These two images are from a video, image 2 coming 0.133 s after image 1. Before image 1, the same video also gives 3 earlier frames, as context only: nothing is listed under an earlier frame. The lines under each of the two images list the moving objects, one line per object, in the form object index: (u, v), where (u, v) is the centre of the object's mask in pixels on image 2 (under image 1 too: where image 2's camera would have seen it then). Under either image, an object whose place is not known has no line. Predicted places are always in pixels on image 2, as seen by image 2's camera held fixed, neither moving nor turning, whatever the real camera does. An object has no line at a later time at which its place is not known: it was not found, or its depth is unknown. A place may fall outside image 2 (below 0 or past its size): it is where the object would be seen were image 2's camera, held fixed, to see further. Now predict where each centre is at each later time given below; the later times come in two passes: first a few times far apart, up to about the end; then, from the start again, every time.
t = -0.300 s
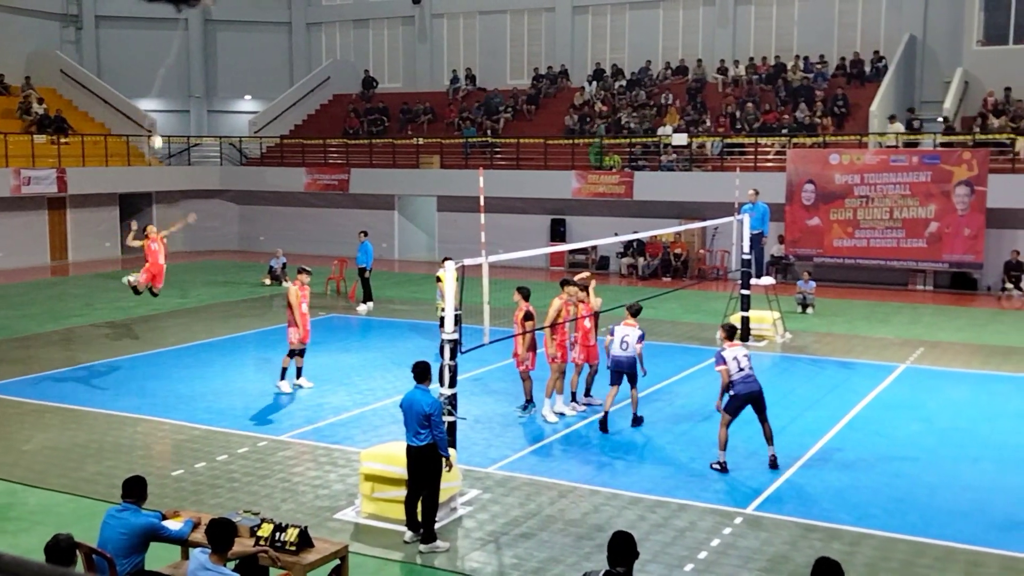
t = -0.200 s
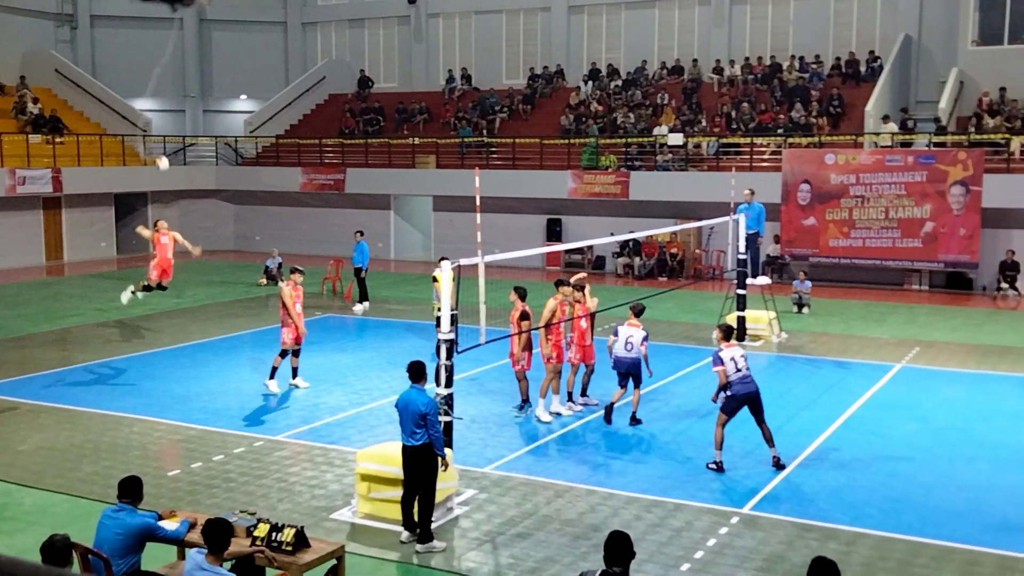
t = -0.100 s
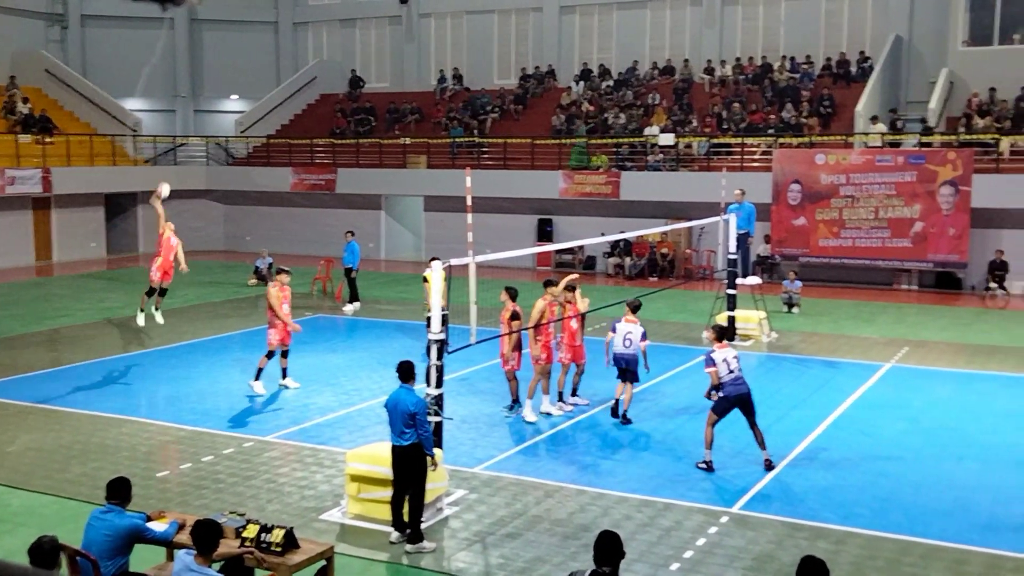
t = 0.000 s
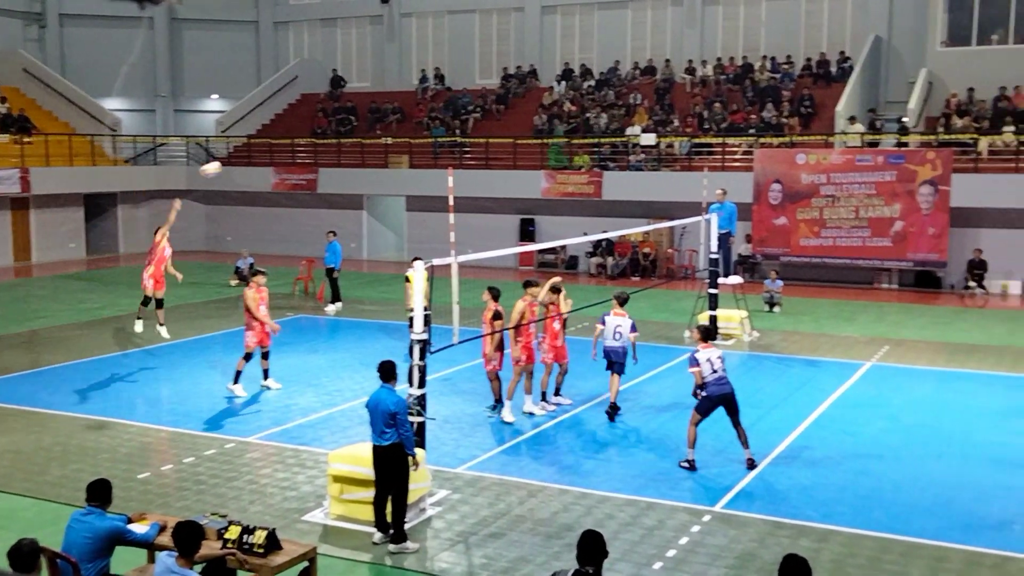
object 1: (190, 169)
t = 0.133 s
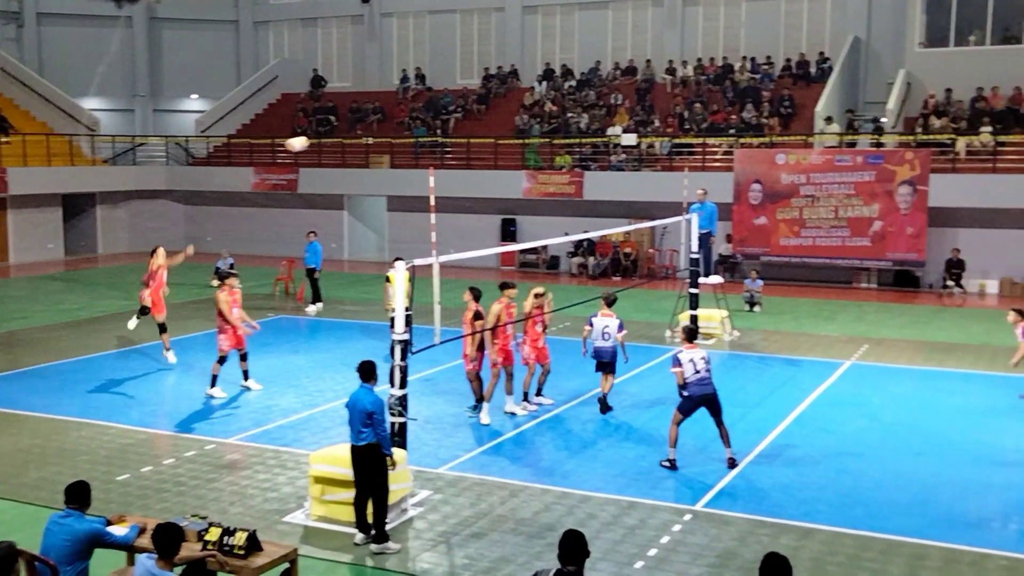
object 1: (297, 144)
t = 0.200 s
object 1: (354, 137)
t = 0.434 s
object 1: (562, 142)
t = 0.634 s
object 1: (755, 186)
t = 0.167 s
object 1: (326, 139)
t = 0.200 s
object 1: (354, 137)
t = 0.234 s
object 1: (383, 135)
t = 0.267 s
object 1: (411, 133)
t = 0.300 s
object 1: (440, 133)
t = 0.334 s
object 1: (471, 134)
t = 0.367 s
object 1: (500, 135)
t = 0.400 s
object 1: (531, 138)
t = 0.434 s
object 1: (562, 142)
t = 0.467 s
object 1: (593, 146)
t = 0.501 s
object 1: (625, 153)
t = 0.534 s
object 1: (656, 159)
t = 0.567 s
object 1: (688, 166)
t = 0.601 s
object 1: (722, 176)
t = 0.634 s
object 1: (755, 186)
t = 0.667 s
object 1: (788, 198)
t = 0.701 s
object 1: (821, 211)
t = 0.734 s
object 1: (857, 225)
